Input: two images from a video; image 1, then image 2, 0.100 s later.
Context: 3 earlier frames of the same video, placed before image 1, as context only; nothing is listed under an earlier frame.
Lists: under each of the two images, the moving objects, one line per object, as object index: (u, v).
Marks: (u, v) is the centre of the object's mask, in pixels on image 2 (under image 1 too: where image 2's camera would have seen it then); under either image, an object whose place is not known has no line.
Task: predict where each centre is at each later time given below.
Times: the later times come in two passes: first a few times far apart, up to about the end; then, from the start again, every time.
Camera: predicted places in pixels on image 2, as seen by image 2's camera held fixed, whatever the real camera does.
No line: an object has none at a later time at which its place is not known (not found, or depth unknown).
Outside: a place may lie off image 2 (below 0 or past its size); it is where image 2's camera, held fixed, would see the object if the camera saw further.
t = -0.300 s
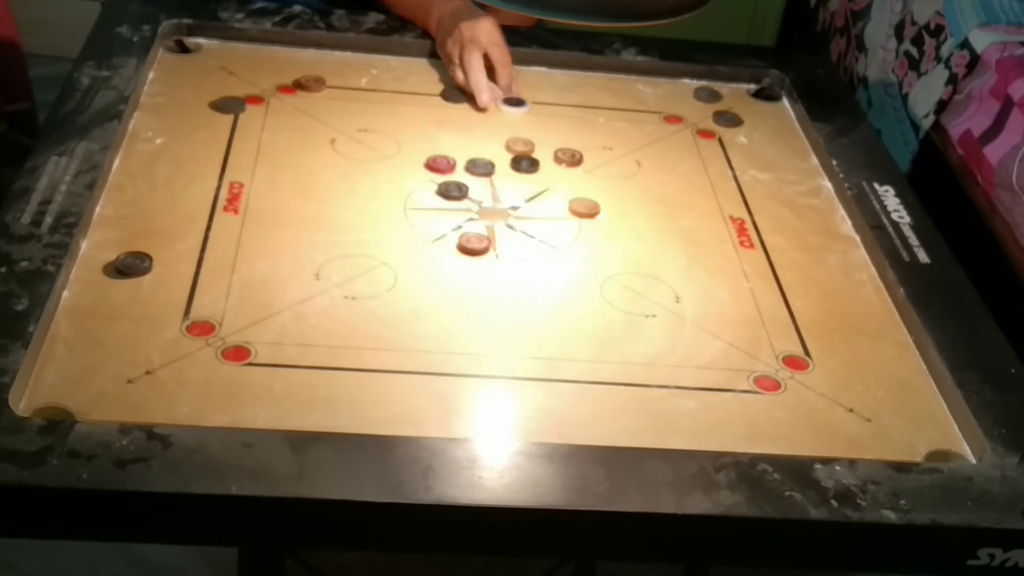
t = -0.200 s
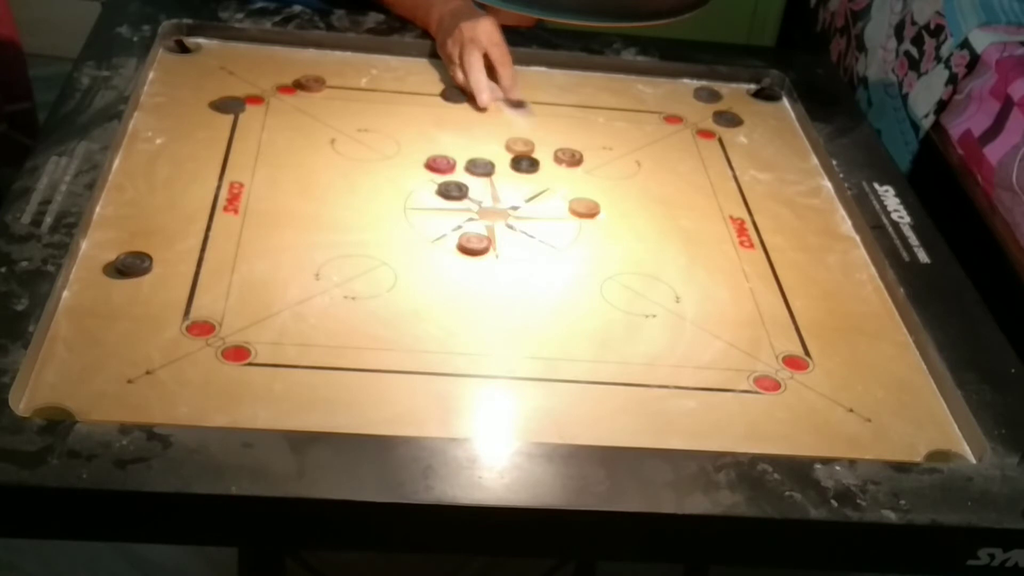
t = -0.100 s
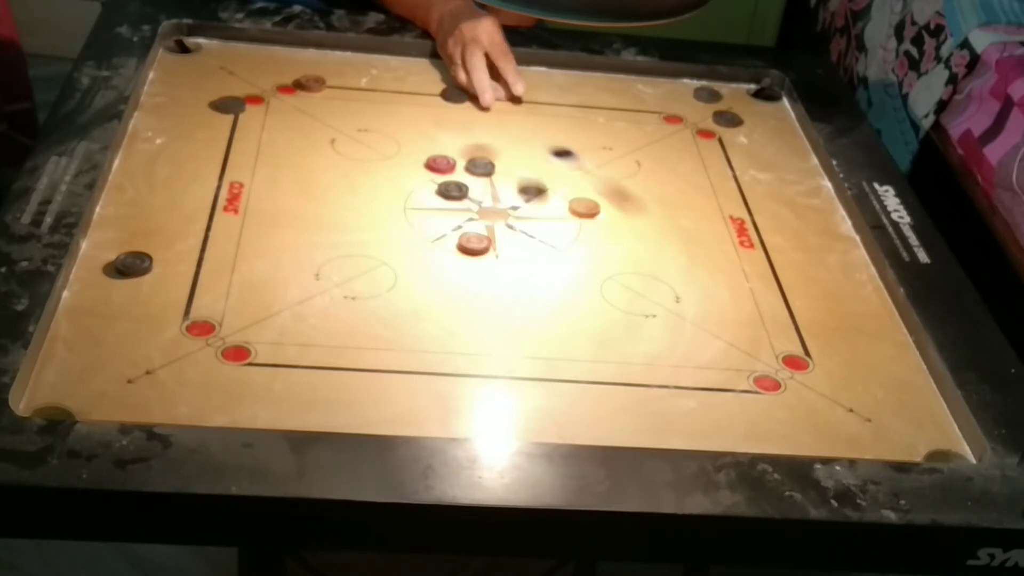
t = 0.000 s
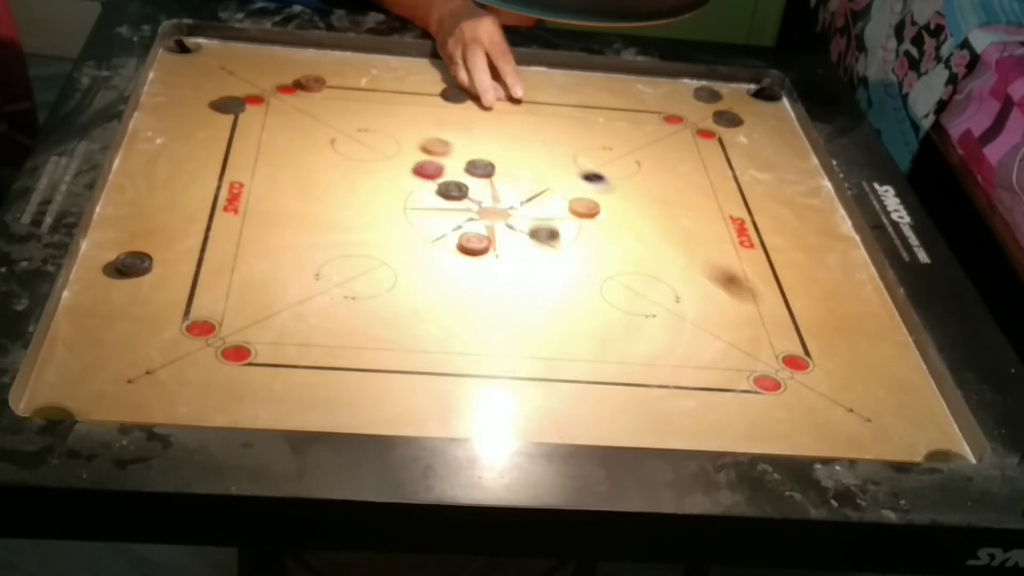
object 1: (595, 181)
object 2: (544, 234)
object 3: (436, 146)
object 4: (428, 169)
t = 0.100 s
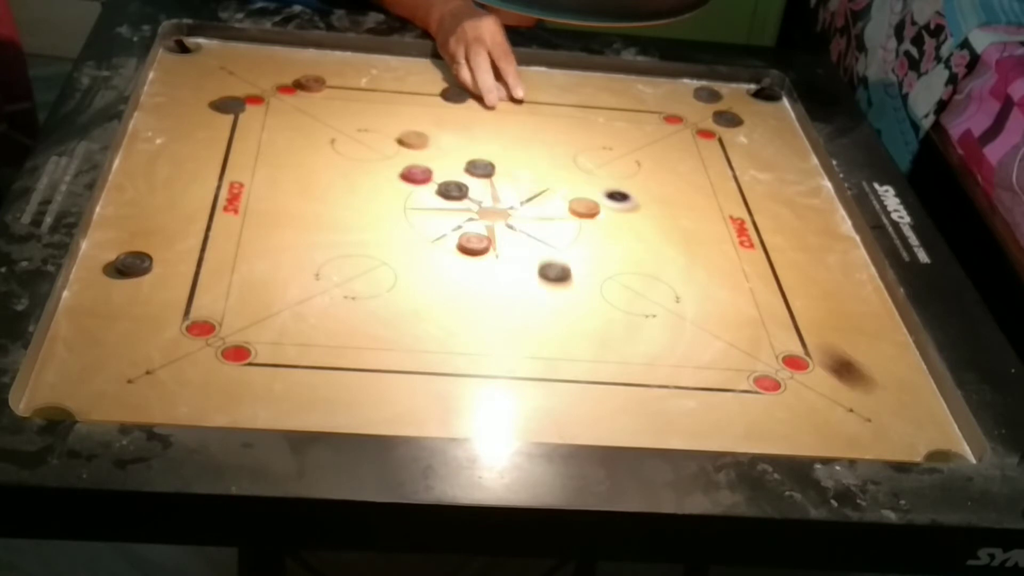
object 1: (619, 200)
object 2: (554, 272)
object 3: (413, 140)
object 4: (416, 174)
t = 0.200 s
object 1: (636, 213)
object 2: (563, 301)
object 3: (400, 135)
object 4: (413, 175)
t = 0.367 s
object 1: (650, 222)
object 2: (570, 330)
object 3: (398, 134)
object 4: (413, 175)
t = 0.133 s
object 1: (625, 205)
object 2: (557, 283)
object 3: (408, 138)
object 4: (414, 175)
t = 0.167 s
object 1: (630, 209)
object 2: (560, 292)
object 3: (404, 136)
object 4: (413, 175)
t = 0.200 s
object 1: (636, 213)
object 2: (563, 301)
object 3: (400, 135)
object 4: (413, 175)
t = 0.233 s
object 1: (641, 216)
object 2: (565, 309)
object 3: (399, 134)
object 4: (413, 175)
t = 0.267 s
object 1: (644, 218)
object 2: (567, 316)
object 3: (398, 134)
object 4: (413, 175)
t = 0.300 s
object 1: (647, 220)
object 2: (568, 322)
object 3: (398, 134)
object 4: (413, 175)
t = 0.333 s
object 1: (649, 221)
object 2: (569, 327)
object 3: (398, 134)
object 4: (413, 175)
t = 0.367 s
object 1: (650, 222)
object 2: (570, 330)
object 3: (398, 134)
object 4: (413, 175)
